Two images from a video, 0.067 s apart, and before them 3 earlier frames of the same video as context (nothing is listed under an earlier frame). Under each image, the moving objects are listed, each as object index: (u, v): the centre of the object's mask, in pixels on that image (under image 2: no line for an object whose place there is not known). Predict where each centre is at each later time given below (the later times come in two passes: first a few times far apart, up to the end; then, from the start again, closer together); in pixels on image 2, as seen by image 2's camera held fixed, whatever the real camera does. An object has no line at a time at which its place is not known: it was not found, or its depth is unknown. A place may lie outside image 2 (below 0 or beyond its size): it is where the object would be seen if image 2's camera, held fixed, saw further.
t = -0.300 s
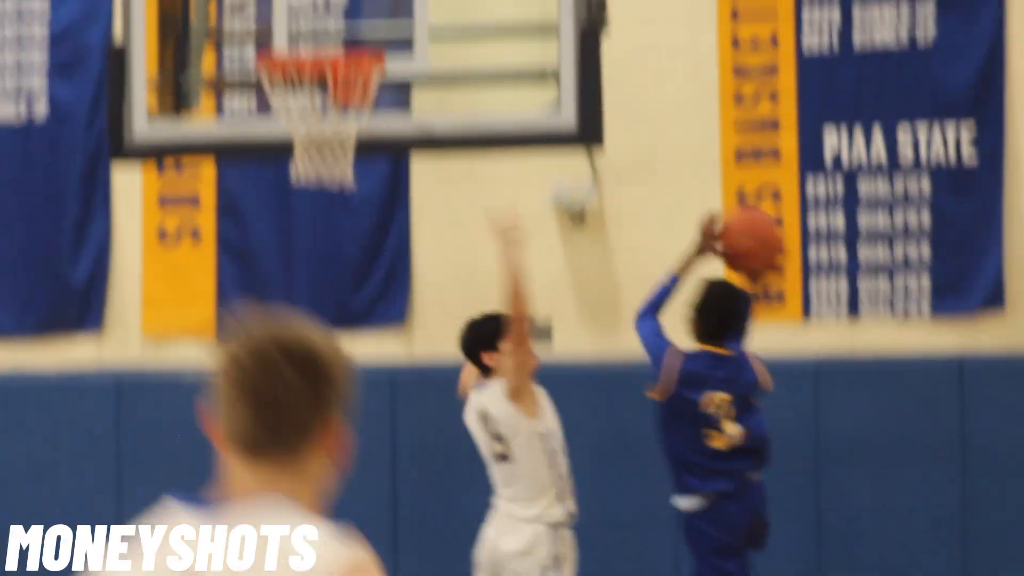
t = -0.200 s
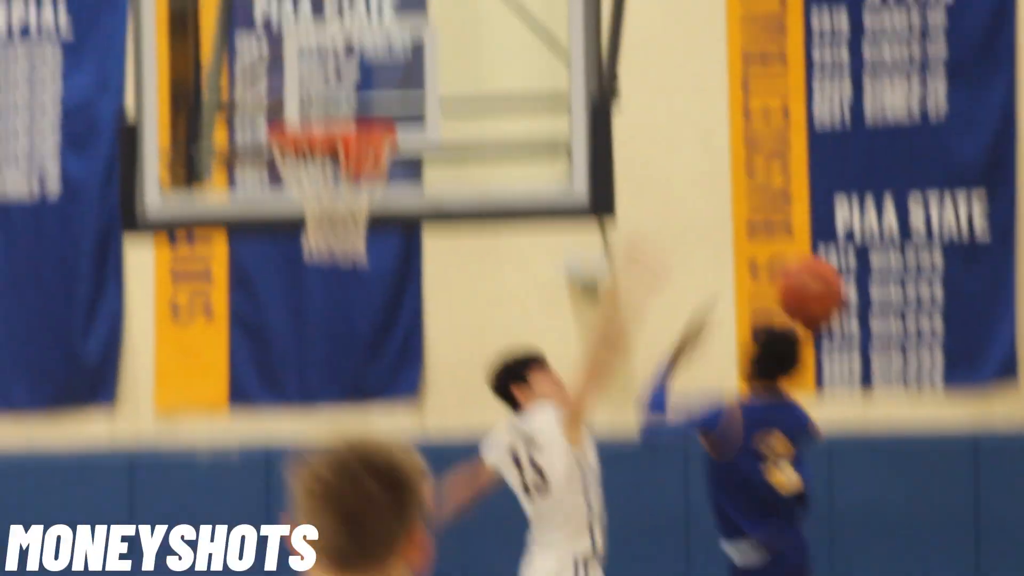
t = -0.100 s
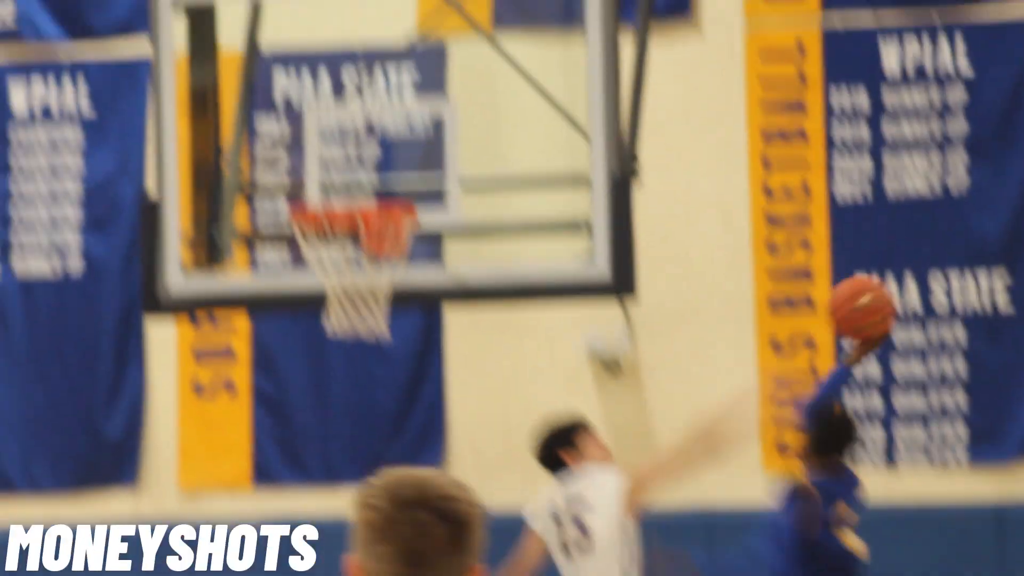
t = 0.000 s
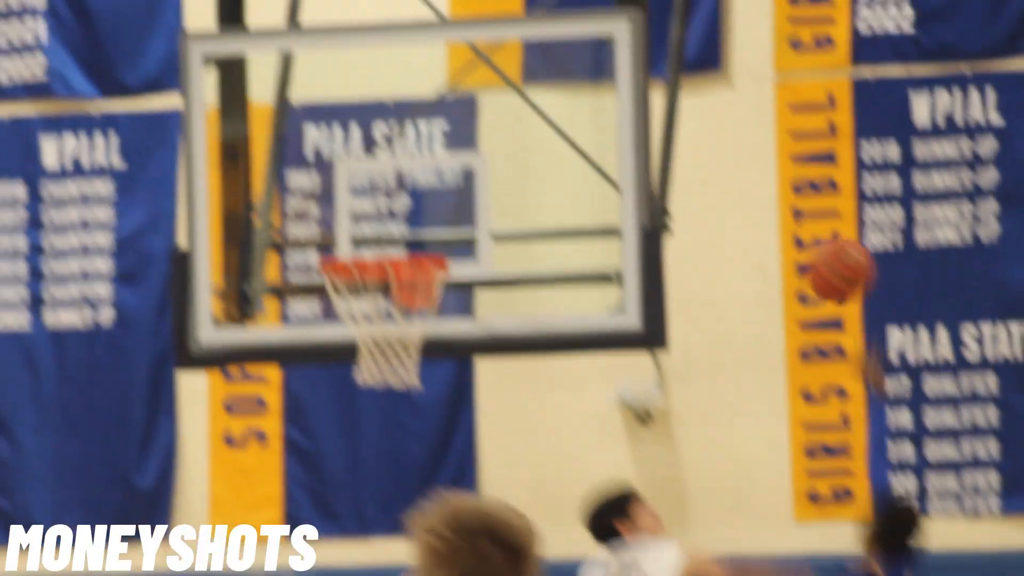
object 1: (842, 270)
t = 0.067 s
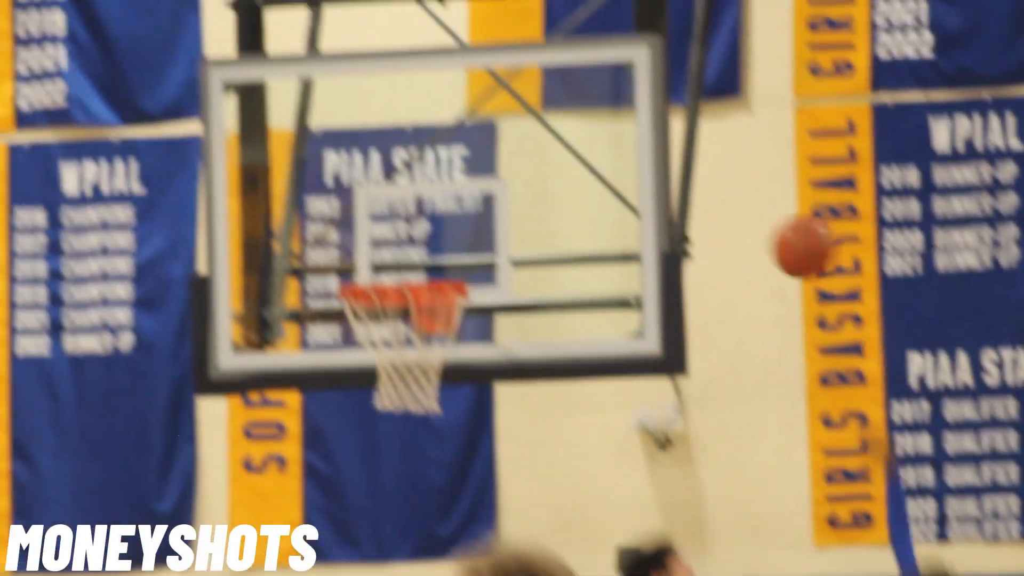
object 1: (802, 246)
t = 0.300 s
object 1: (622, 177)
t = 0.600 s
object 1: (426, 232)
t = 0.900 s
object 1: (350, 225)
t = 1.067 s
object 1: (300, 237)
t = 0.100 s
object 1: (776, 228)
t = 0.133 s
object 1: (750, 212)
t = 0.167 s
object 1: (724, 199)
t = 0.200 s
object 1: (695, 189)
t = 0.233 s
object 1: (672, 182)
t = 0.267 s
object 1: (648, 178)
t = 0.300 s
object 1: (622, 177)
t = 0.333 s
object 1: (596, 179)
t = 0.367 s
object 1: (571, 183)
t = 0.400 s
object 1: (546, 191)
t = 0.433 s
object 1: (521, 201)
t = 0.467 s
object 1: (494, 215)
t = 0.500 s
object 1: (470, 229)
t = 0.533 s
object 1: (449, 247)
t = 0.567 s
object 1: (434, 245)
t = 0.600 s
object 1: (426, 232)
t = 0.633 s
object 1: (419, 221)
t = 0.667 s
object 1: (411, 210)
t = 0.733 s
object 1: (392, 201)
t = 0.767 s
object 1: (384, 200)
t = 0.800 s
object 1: (376, 201)
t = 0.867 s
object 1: (359, 215)
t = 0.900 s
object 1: (350, 225)
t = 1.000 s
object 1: (323, 249)
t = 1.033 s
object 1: (312, 240)
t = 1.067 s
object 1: (300, 237)
